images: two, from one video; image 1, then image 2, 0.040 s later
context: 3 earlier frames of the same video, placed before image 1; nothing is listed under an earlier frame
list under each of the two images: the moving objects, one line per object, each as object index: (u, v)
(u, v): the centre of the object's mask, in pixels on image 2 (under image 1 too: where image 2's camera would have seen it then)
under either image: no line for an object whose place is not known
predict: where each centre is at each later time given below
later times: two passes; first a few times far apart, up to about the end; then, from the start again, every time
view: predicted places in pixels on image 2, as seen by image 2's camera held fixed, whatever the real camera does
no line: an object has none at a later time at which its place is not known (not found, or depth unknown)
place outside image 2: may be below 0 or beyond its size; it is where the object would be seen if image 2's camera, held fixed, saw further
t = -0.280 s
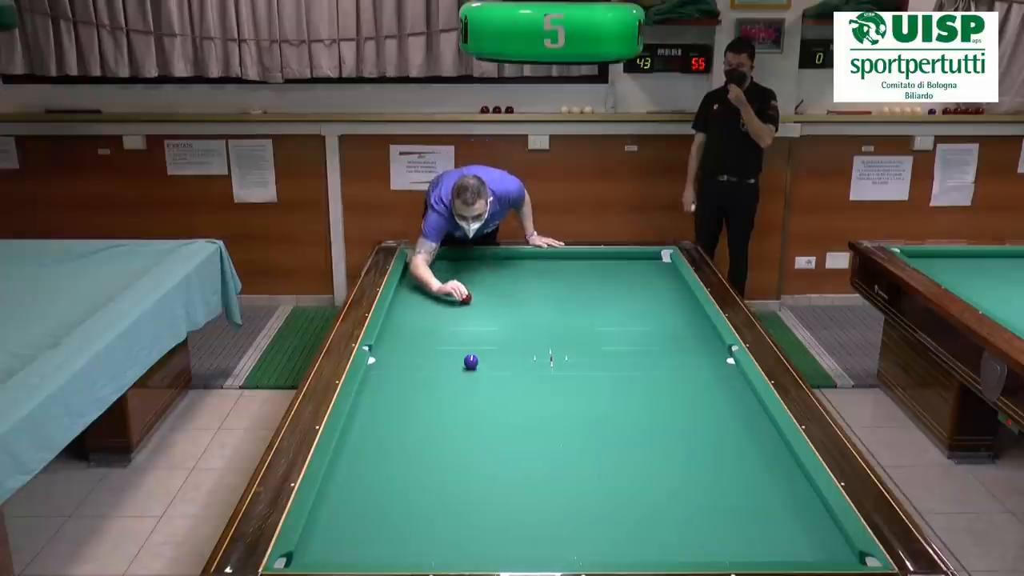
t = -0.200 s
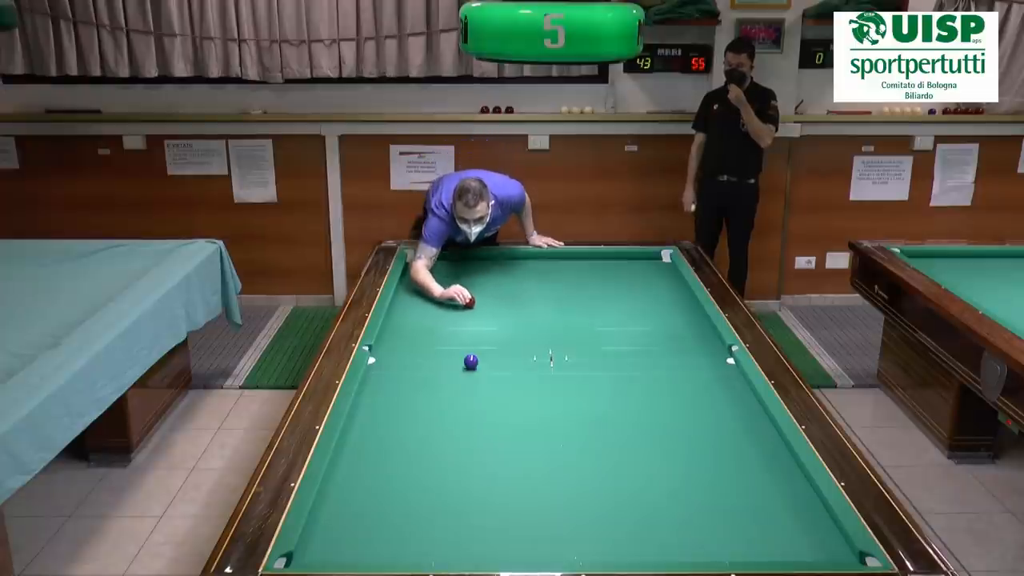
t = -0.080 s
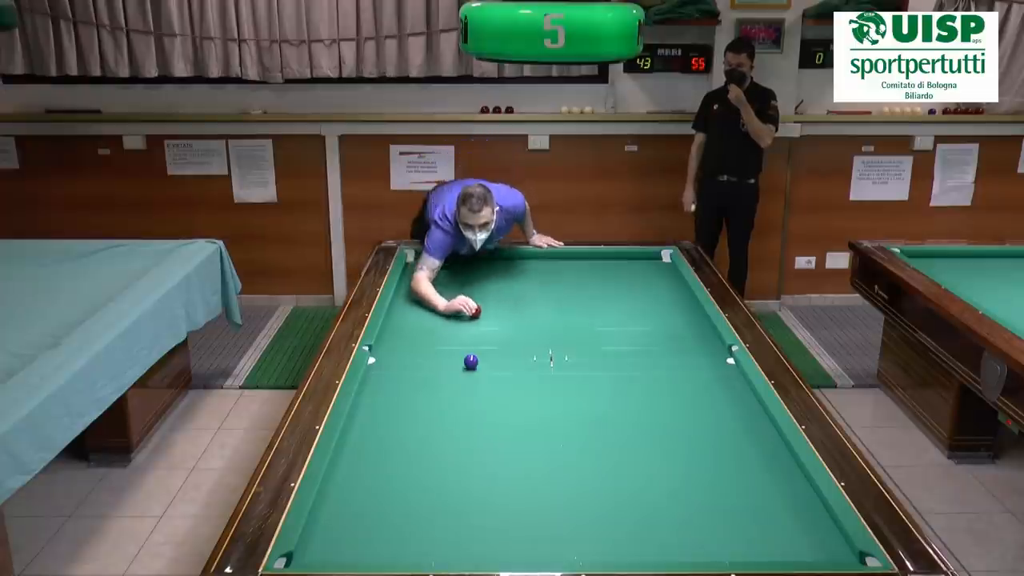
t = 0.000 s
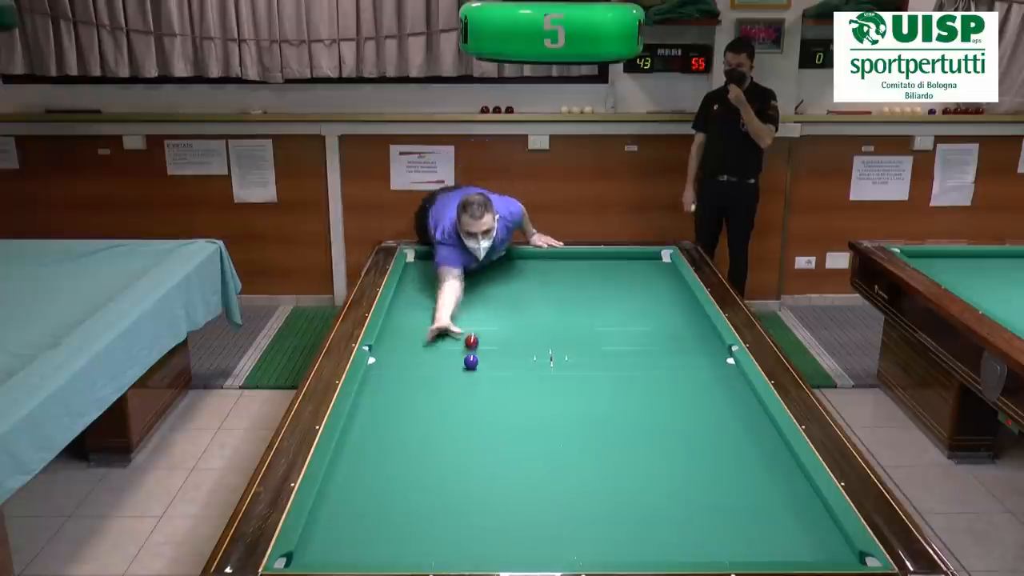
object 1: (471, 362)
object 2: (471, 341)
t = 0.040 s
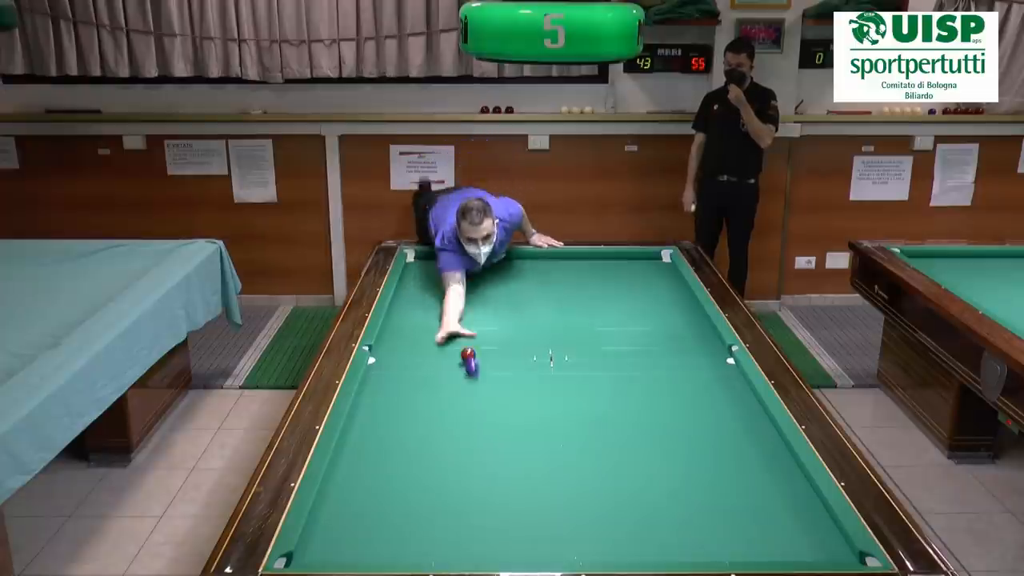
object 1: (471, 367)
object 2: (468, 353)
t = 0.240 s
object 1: (501, 516)
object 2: (442, 372)
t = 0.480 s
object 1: (525, 430)
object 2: (419, 388)
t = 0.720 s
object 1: (534, 337)
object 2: (395, 404)
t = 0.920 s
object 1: (539, 290)
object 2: (375, 418)
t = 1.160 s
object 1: (544, 261)
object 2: (349, 436)
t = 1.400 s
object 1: (550, 295)
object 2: (353, 451)
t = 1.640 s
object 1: (557, 329)
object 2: (356, 467)
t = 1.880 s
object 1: (565, 369)
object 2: (360, 484)
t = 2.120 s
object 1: (576, 420)
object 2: (364, 501)
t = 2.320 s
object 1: (588, 474)
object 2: (367, 516)
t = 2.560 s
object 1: (605, 554)
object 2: (371, 534)
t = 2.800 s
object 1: (596, 502)
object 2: (376, 551)
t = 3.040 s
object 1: (589, 455)
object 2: (382, 553)
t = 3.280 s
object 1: (582, 417)
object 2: (389, 547)
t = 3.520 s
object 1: (577, 384)
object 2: (397, 536)
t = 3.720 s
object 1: (572, 361)
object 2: (402, 528)
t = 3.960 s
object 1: (568, 337)
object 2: (408, 520)
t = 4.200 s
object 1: (565, 316)
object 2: (414, 511)
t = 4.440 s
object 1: (562, 297)
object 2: (419, 504)
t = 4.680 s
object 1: (558, 281)
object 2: (424, 497)
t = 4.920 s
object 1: (556, 268)
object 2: (429, 491)
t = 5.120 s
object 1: (554, 257)
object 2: (432, 486)
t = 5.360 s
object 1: (555, 264)
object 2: (436, 481)
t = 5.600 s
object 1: (556, 272)
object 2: (439, 476)
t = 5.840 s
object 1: (558, 280)
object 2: (442, 472)
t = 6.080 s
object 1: (560, 289)
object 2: (444, 468)
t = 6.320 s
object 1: (561, 298)
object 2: (447, 465)
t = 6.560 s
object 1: (563, 307)
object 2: (449, 462)
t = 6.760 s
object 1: (564, 314)
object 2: (450, 460)
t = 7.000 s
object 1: (566, 324)
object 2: (452, 457)
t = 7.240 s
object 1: (568, 334)
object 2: (453, 456)
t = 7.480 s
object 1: (570, 344)
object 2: (454, 454)
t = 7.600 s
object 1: (570, 349)
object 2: (455, 453)
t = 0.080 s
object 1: (476, 390)
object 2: (462, 359)
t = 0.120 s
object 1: (481, 416)
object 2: (456, 362)
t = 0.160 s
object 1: (487, 445)
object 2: (451, 366)
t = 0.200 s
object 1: (493, 479)
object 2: (446, 369)
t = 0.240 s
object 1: (501, 516)
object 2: (442, 372)
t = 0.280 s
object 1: (509, 553)
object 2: (437, 375)
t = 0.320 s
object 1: (514, 536)
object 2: (433, 377)
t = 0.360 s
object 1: (517, 504)
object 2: (430, 380)
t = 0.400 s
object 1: (520, 476)
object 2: (426, 382)
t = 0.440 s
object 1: (523, 451)
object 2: (422, 385)
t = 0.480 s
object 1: (525, 430)
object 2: (419, 388)
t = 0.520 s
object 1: (527, 411)
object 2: (415, 390)
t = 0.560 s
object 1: (529, 392)
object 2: (411, 393)
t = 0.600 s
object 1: (531, 377)
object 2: (407, 396)
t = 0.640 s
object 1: (532, 362)
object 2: (403, 398)
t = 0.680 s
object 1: (533, 349)
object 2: (399, 401)
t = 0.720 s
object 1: (534, 337)
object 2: (395, 404)
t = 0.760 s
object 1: (536, 326)
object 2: (391, 407)
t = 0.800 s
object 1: (537, 316)
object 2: (387, 409)
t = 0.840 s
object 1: (538, 307)
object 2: (383, 412)
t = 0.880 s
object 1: (539, 298)
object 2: (379, 415)
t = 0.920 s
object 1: (539, 290)
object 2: (375, 418)
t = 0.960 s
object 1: (540, 282)
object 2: (371, 421)
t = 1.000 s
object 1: (541, 275)
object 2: (366, 424)
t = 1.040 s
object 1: (542, 268)
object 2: (362, 427)
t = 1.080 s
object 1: (542, 261)
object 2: (357, 430)
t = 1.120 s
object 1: (543, 256)
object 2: (353, 433)
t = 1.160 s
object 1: (544, 261)
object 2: (349, 436)
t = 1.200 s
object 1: (545, 267)
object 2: (350, 439)
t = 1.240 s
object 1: (546, 273)
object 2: (351, 441)
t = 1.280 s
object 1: (546, 278)
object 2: (351, 444)
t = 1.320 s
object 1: (548, 284)
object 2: (352, 446)
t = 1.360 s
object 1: (549, 290)
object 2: (352, 449)
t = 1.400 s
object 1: (550, 295)
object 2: (353, 451)
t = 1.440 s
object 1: (551, 301)
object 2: (353, 454)
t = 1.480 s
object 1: (552, 307)
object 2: (354, 457)
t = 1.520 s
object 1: (553, 313)
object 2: (354, 460)
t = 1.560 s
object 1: (555, 318)
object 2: (355, 462)
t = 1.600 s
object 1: (556, 323)
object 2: (356, 465)
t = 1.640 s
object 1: (557, 329)
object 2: (356, 467)
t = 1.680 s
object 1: (558, 336)
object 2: (357, 470)
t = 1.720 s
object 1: (560, 342)
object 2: (357, 473)
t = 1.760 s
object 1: (561, 348)
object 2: (358, 476)
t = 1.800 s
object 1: (563, 355)
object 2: (358, 479)
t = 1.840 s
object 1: (564, 362)
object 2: (359, 481)
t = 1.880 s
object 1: (565, 369)
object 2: (360, 484)
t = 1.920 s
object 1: (567, 377)
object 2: (360, 487)
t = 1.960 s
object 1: (569, 385)
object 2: (361, 490)
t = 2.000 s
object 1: (571, 393)
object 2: (362, 492)
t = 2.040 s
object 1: (572, 402)
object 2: (362, 496)
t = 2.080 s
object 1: (574, 411)
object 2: (363, 498)
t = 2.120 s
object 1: (576, 420)
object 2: (364, 501)
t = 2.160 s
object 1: (578, 430)
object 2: (364, 504)
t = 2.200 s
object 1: (580, 441)
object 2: (365, 507)
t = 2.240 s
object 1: (583, 451)
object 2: (366, 510)
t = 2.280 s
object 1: (585, 462)
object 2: (366, 513)
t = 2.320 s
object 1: (588, 474)
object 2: (367, 516)
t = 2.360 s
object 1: (590, 486)
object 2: (368, 519)
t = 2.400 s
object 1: (593, 499)
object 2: (368, 522)
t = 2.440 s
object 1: (596, 512)
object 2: (369, 525)
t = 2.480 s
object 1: (599, 526)
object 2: (370, 528)
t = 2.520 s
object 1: (602, 540)
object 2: (371, 531)
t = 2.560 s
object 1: (605, 554)
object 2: (371, 534)
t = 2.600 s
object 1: (606, 554)
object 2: (372, 537)
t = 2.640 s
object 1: (604, 544)
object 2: (373, 541)
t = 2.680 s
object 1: (601, 533)
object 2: (373, 544)
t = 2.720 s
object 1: (600, 521)
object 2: (374, 547)
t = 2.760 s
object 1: (598, 511)
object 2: (375, 549)
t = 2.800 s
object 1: (596, 502)
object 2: (376, 551)
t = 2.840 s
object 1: (595, 494)
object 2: (377, 553)
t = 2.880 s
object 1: (594, 485)
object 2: (377, 555)
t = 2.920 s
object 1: (592, 478)
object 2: (378, 556)
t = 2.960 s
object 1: (591, 470)
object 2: (379, 556)
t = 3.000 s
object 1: (590, 463)
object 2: (381, 555)
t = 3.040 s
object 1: (589, 455)
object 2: (382, 553)
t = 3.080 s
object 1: (587, 448)
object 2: (383, 553)
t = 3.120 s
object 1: (586, 442)
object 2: (385, 551)
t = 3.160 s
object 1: (585, 435)
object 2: (386, 550)
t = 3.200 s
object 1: (584, 429)
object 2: (387, 549)
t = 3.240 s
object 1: (583, 423)
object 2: (388, 548)
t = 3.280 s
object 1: (582, 417)
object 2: (389, 547)
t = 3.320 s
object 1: (581, 411)
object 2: (391, 545)
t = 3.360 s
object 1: (580, 405)
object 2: (392, 543)
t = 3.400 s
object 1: (579, 400)
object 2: (393, 541)
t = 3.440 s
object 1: (578, 394)
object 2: (394, 539)
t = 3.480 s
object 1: (577, 389)
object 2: (395, 538)
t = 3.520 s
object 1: (577, 384)
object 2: (397, 536)
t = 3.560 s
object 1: (576, 379)
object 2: (398, 534)
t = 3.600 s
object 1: (575, 374)
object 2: (399, 532)
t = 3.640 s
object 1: (574, 370)
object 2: (400, 531)
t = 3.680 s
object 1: (573, 365)
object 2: (401, 529)
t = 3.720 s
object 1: (572, 361)
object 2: (402, 528)
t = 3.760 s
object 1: (572, 356)
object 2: (403, 526)
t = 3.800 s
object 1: (571, 352)
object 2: (404, 525)
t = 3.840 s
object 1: (570, 348)
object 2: (405, 524)
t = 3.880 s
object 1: (570, 345)
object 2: (406, 522)
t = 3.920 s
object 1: (569, 341)
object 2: (407, 521)
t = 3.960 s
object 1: (568, 337)
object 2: (408, 520)
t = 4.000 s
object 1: (568, 333)
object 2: (409, 518)
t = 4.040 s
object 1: (567, 329)
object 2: (410, 517)
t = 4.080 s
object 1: (566, 326)
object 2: (411, 515)
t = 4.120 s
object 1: (566, 323)
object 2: (412, 514)
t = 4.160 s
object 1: (565, 319)
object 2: (413, 513)
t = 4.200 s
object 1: (565, 316)
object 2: (414, 511)
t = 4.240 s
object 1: (564, 313)
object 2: (415, 510)
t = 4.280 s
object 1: (564, 309)
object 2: (416, 509)
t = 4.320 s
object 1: (563, 306)
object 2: (417, 508)
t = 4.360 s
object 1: (563, 303)
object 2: (418, 507)
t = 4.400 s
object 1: (562, 301)
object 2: (418, 505)
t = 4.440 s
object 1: (562, 297)
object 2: (419, 504)
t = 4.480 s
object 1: (561, 295)
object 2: (420, 503)
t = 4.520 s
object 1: (560, 292)
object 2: (421, 502)
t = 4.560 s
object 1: (560, 289)
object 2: (422, 501)
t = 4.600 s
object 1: (559, 287)
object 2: (423, 500)
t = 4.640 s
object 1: (559, 284)
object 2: (424, 499)
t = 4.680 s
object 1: (558, 281)
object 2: (424, 497)
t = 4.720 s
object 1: (558, 279)
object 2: (425, 496)
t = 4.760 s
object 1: (557, 277)
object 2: (426, 495)
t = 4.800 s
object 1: (557, 274)
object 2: (426, 494)
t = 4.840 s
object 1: (556, 272)
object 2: (427, 493)
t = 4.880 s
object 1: (556, 270)
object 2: (428, 492)
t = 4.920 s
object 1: (556, 268)
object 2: (429, 491)
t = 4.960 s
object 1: (555, 265)
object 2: (429, 490)
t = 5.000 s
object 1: (555, 263)
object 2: (430, 489)
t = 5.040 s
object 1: (555, 261)
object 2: (431, 488)
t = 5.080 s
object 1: (554, 259)
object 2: (431, 487)
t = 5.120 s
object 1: (554, 257)
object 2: (432, 486)
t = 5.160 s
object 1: (553, 258)
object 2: (433, 485)
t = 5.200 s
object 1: (554, 260)
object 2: (433, 485)
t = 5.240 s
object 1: (554, 261)
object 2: (434, 484)
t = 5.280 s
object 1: (554, 262)
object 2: (435, 483)
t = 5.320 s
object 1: (555, 263)
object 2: (435, 482)
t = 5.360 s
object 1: (555, 264)
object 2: (436, 481)
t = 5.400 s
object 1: (555, 266)
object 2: (436, 481)
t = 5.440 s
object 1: (555, 267)
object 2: (437, 479)
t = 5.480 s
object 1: (556, 268)
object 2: (437, 479)
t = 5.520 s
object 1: (556, 270)
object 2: (438, 478)
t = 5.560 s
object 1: (556, 271)
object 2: (438, 477)
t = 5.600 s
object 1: (556, 272)
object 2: (439, 476)
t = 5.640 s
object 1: (556, 274)
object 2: (439, 476)
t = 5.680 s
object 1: (557, 275)
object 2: (440, 475)
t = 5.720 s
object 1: (557, 276)
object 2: (440, 474)
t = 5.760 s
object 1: (557, 278)
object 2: (441, 473)
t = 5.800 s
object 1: (558, 279)
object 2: (441, 473)
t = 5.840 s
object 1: (558, 280)
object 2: (442, 472)
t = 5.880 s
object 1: (558, 282)
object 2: (442, 471)
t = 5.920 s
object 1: (558, 283)
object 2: (443, 471)
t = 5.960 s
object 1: (559, 284)
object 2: (443, 470)
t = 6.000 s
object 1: (559, 286)
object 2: (443, 469)
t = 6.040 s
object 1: (559, 288)
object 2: (444, 469)
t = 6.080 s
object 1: (560, 289)
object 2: (444, 468)
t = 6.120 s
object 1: (560, 290)
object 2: (445, 467)
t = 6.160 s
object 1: (560, 291)
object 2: (445, 467)
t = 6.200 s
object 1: (560, 293)
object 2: (445, 466)
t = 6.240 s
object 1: (561, 294)
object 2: (446, 466)
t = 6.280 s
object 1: (561, 296)
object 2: (446, 465)
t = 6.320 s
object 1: (561, 298)
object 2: (447, 465)
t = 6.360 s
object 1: (562, 299)
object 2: (447, 464)
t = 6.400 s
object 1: (562, 301)
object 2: (448, 464)
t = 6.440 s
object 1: (562, 302)
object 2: (448, 463)
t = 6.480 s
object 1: (563, 303)
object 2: (448, 463)
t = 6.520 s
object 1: (563, 305)
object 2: (449, 462)
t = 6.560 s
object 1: (563, 307)
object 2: (449, 462)
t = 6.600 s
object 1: (563, 308)
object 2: (449, 461)
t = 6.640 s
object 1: (564, 309)
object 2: (450, 461)
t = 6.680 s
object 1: (564, 311)
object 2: (450, 461)
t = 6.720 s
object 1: (564, 313)
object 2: (450, 460)
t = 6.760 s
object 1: (564, 314)
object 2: (450, 460)
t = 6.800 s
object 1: (565, 316)
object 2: (451, 459)
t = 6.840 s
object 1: (565, 317)
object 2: (451, 459)
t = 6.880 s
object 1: (565, 319)
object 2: (451, 459)
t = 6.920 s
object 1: (566, 321)
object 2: (452, 458)
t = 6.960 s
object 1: (566, 322)
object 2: (452, 458)
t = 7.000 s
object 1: (566, 324)
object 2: (452, 457)
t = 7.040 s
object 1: (567, 326)
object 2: (452, 457)
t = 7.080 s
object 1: (567, 327)
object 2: (453, 457)
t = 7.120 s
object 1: (567, 329)
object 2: (453, 456)
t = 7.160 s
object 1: (567, 331)
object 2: (453, 456)
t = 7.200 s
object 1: (568, 332)
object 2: (453, 456)
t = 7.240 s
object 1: (568, 334)
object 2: (453, 456)
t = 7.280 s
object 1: (568, 335)
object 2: (453, 455)
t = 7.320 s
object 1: (569, 337)
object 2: (454, 455)
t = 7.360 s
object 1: (569, 339)
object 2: (454, 455)
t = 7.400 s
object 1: (569, 341)
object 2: (454, 454)
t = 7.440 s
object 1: (569, 342)
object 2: (454, 454)
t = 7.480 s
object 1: (570, 344)
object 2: (454, 454)
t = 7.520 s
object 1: (570, 346)
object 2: (454, 454)
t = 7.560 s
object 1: (570, 348)
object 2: (454, 454)
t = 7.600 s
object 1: (570, 349)
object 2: (455, 453)
